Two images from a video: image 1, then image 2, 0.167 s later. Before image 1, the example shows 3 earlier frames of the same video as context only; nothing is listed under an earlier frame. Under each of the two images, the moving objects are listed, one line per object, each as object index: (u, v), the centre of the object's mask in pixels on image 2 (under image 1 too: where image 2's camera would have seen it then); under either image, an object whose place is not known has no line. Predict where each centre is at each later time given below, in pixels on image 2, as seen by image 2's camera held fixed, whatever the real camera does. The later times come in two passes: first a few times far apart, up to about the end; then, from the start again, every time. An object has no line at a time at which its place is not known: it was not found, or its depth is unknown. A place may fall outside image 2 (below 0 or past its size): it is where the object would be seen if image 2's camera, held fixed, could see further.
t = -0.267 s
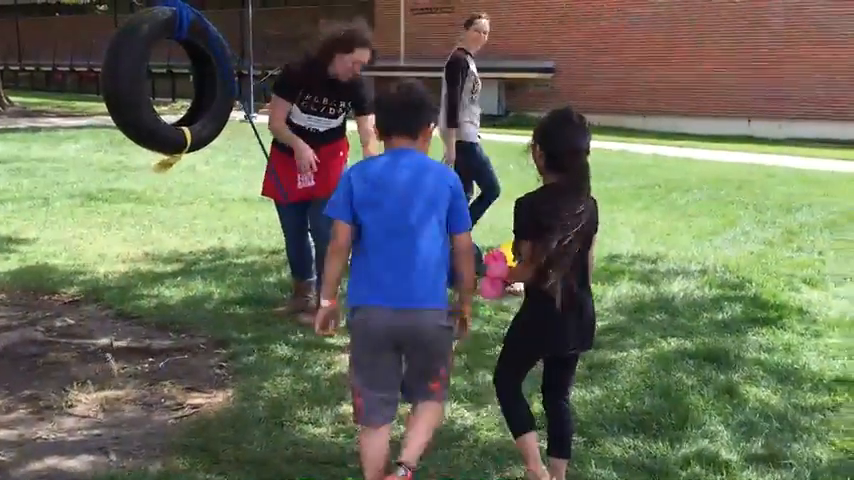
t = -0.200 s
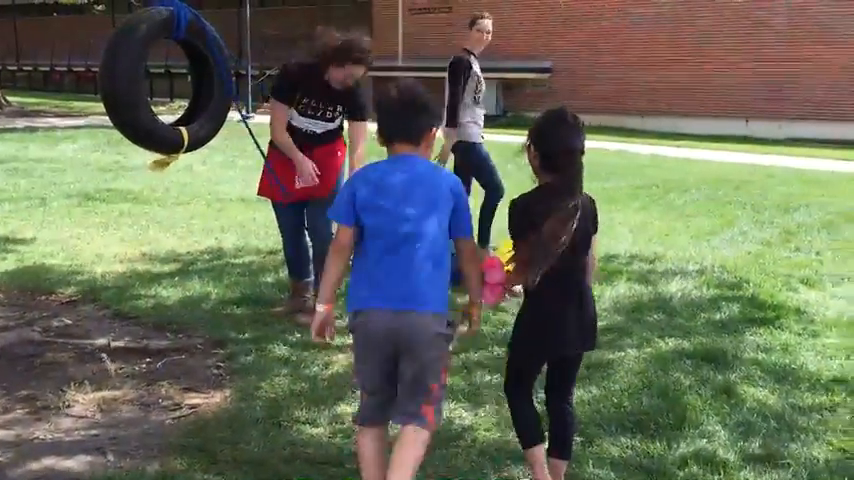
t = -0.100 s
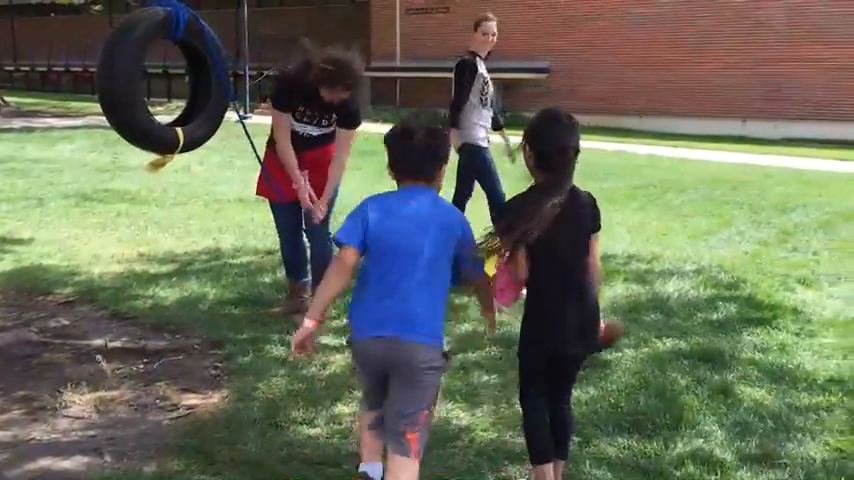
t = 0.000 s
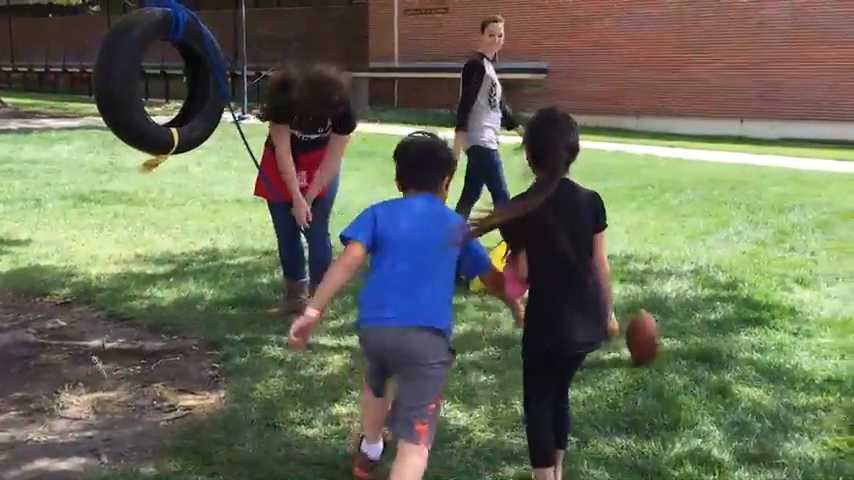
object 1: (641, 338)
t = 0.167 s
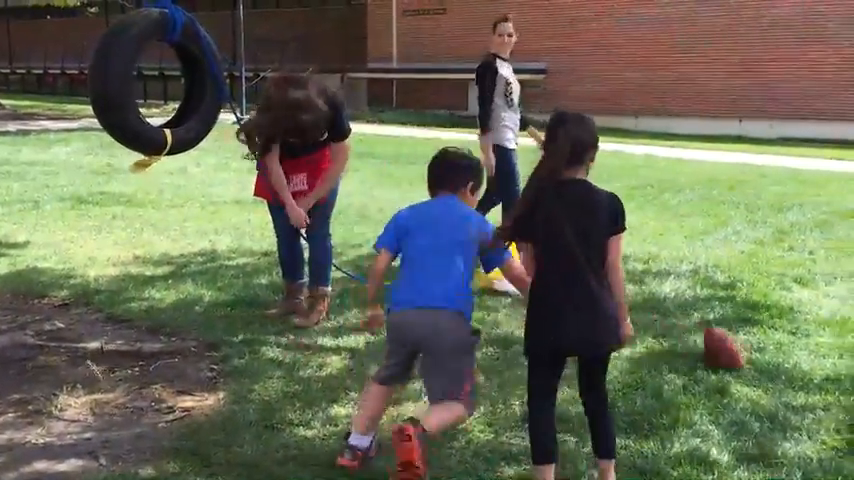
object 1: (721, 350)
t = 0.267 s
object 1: (759, 338)
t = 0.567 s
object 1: (836, 357)
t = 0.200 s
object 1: (737, 345)
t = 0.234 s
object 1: (748, 341)
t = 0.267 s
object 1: (759, 338)
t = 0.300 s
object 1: (769, 337)
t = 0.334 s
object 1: (779, 338)
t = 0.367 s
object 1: (792, 342)
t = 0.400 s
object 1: (802, 349)
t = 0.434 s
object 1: (811, 353)
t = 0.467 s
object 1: (821, 351)
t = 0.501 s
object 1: (831, 351)
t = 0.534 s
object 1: (834, 353)
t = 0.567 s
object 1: (836, 357)
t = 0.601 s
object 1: (839, 359)
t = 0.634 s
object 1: (842, 363)
